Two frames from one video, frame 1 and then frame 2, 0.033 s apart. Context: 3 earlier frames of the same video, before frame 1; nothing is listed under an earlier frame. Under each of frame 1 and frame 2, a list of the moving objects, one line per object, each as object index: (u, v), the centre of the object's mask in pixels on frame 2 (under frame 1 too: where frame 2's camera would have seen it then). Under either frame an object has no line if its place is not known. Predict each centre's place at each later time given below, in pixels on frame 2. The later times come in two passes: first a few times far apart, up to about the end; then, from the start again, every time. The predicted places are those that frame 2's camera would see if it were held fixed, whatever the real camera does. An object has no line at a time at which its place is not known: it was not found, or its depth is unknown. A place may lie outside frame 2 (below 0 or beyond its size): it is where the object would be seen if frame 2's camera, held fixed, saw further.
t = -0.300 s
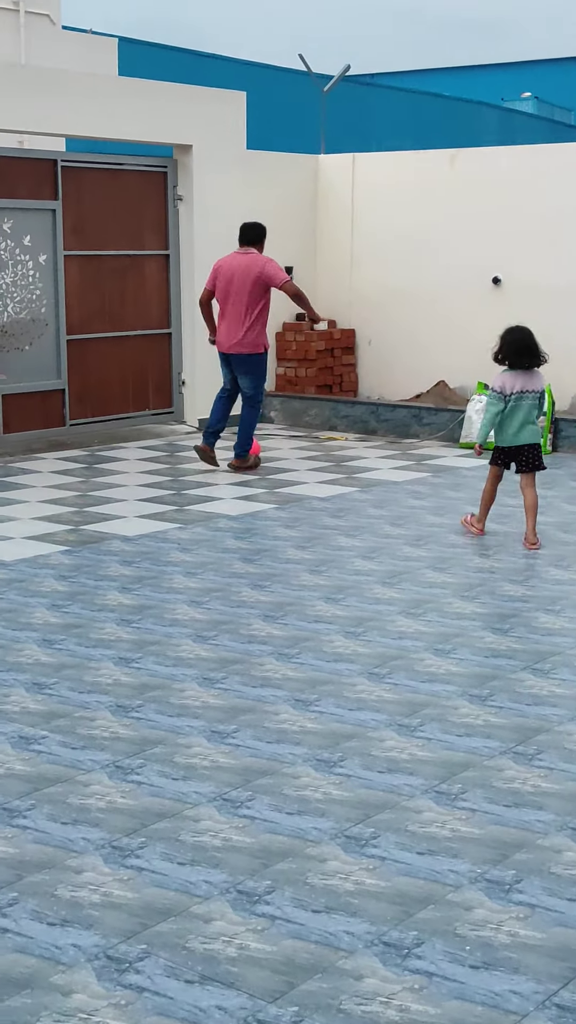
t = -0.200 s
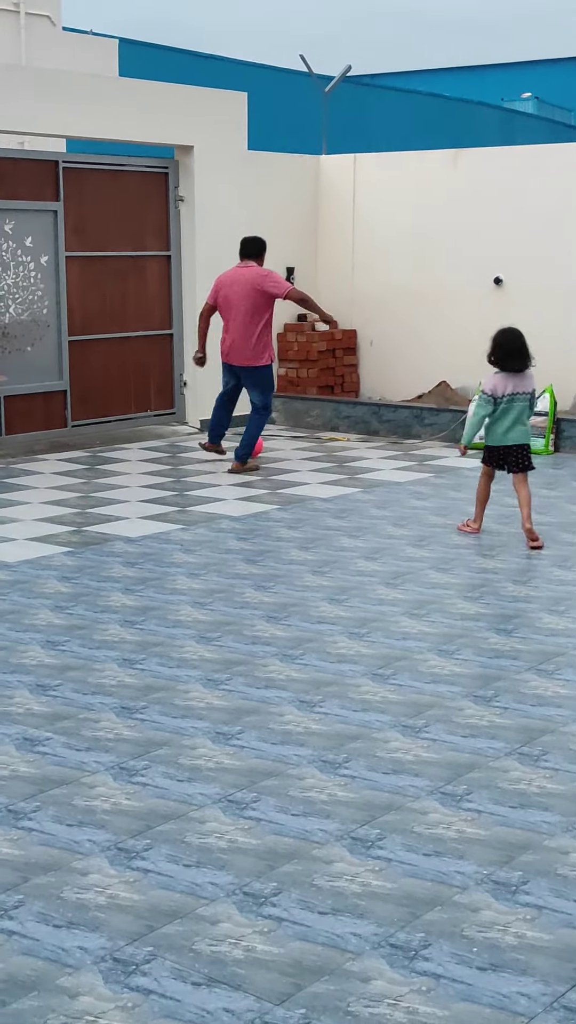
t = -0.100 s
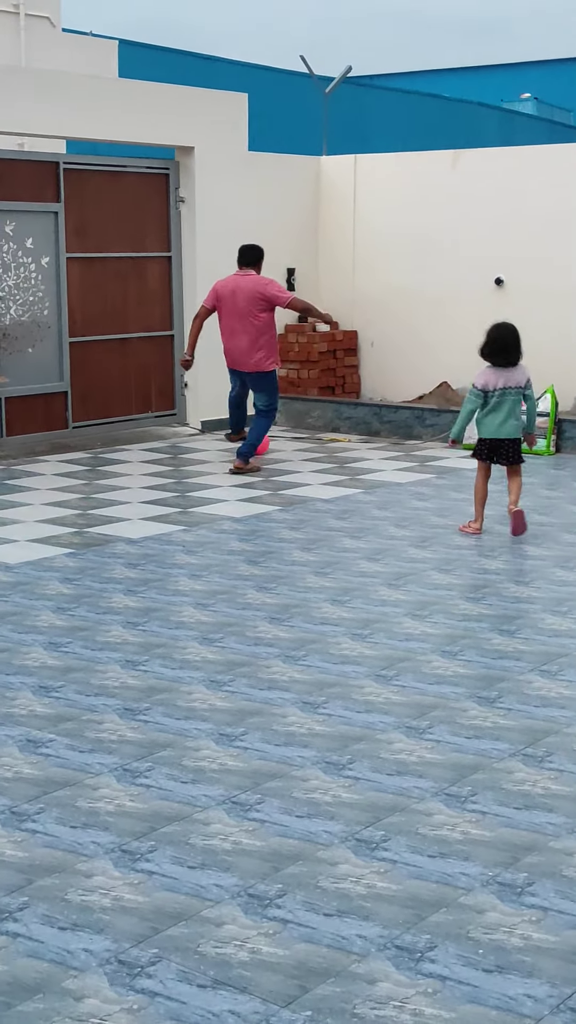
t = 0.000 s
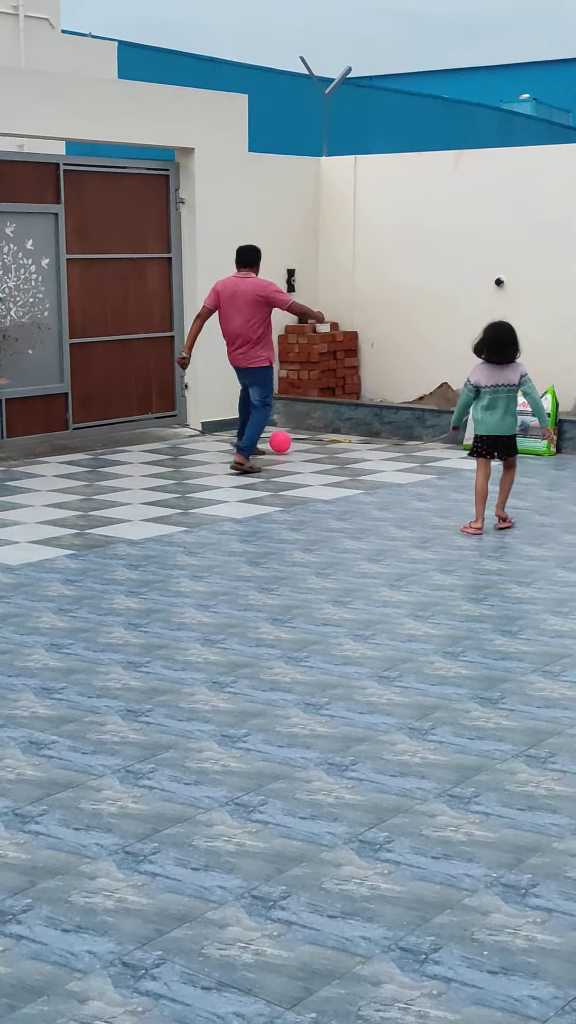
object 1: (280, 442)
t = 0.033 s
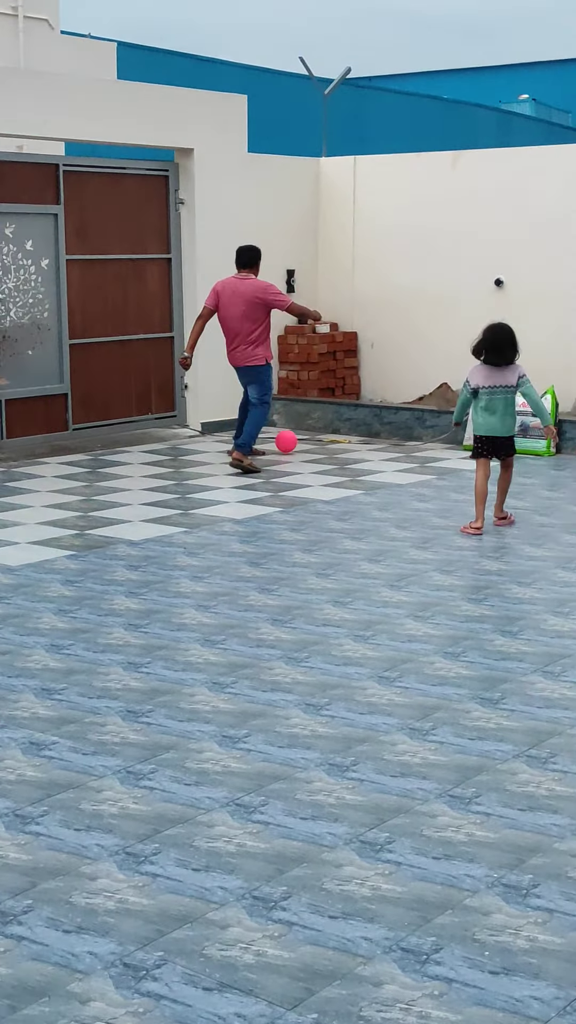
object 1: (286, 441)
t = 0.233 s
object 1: (322, 439)
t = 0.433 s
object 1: (357, 437)
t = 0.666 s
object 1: (398, 430)
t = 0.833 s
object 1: (420, 430)
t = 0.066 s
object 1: (292, 442)
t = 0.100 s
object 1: (298, 442)
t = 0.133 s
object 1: (304, 441)
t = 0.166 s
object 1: (310, 440)
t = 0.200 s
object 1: (316, 440)
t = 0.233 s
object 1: (322, 439)
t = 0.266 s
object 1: (328, 439)
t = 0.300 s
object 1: (334, 438)
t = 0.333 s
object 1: (340, 438)
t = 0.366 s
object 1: (346, 438)
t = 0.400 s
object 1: (352, 437)
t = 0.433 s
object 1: (357, 437)
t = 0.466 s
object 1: (363, 436)
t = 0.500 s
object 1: (369, 436)
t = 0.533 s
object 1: (375, 436)
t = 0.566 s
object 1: (381, 435)
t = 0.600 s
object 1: (387, 434)
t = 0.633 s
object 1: (392, 432)
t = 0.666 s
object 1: (398, 430)
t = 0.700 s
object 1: (403, 430)
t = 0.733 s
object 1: (408, 432)
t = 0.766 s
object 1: (413, 434)
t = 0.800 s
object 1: (418, 432)
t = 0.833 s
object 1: (420, 430)
